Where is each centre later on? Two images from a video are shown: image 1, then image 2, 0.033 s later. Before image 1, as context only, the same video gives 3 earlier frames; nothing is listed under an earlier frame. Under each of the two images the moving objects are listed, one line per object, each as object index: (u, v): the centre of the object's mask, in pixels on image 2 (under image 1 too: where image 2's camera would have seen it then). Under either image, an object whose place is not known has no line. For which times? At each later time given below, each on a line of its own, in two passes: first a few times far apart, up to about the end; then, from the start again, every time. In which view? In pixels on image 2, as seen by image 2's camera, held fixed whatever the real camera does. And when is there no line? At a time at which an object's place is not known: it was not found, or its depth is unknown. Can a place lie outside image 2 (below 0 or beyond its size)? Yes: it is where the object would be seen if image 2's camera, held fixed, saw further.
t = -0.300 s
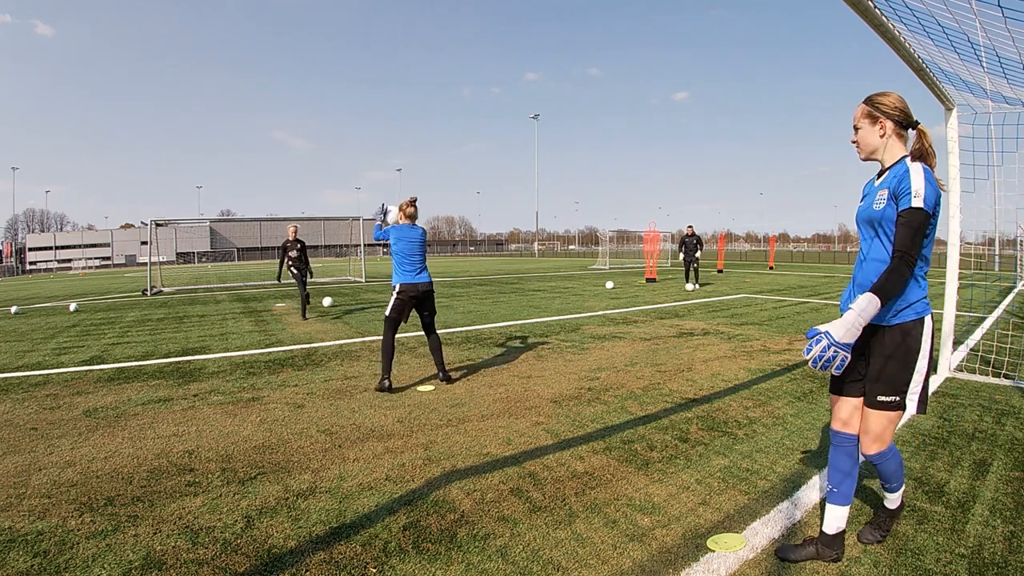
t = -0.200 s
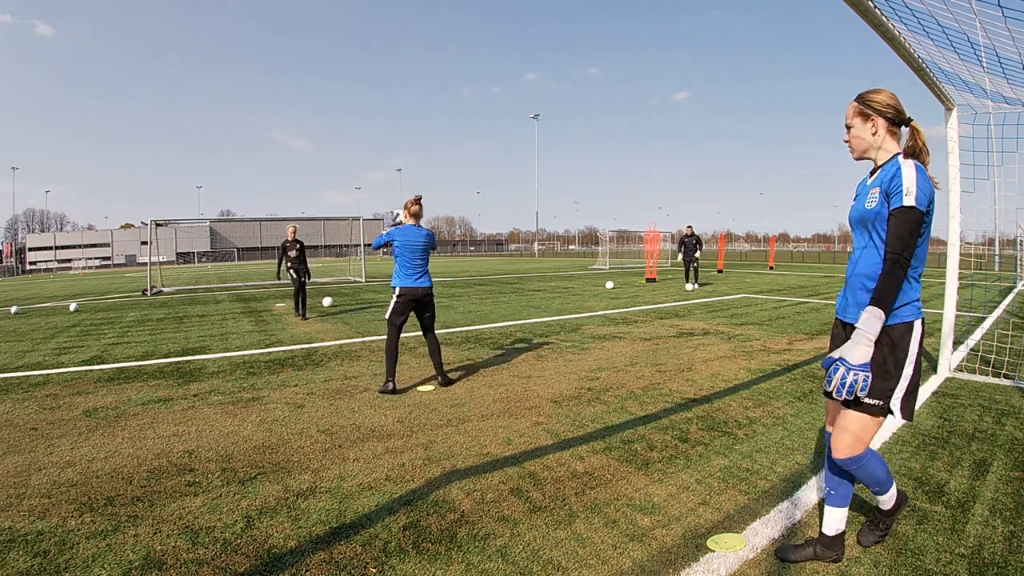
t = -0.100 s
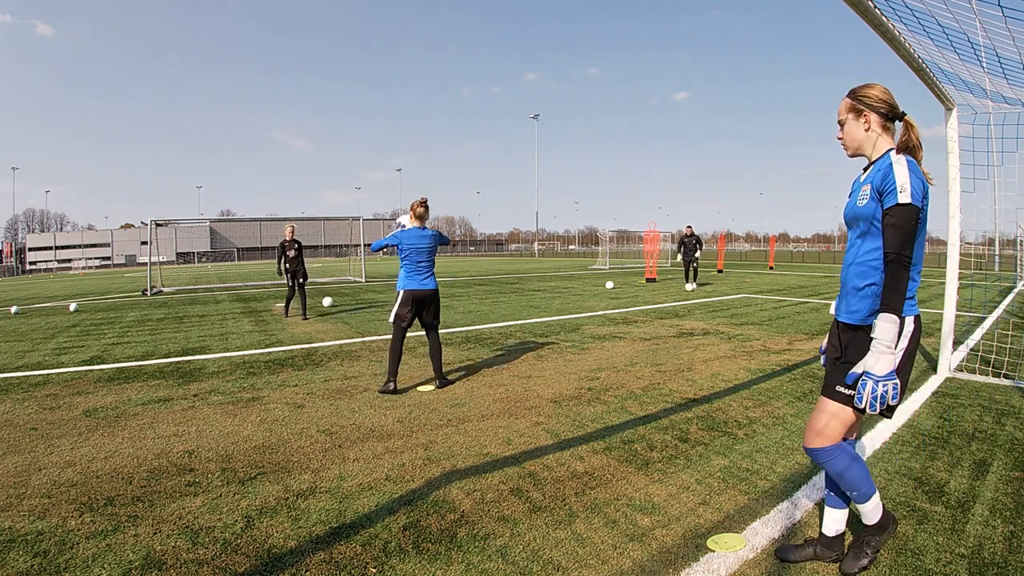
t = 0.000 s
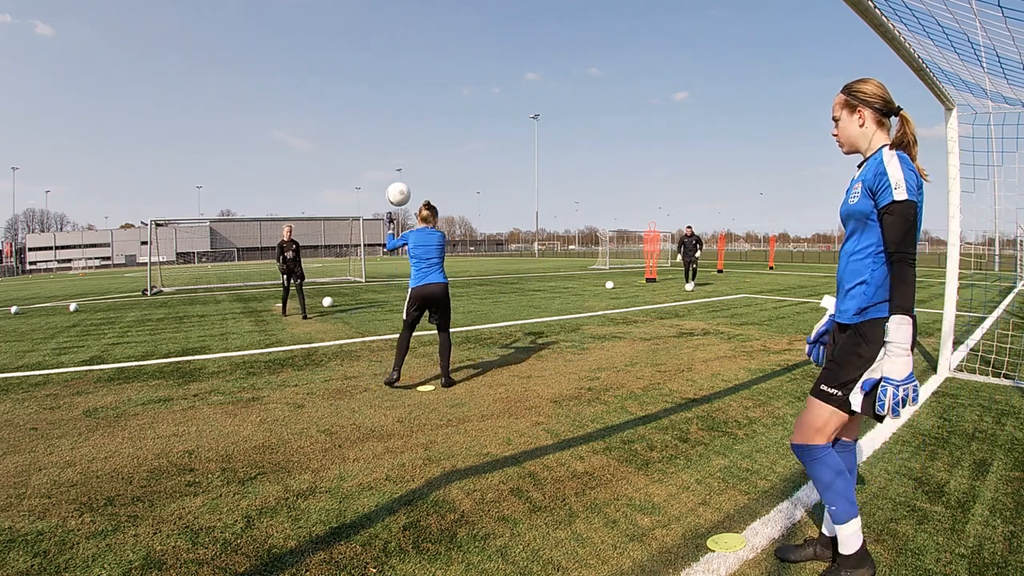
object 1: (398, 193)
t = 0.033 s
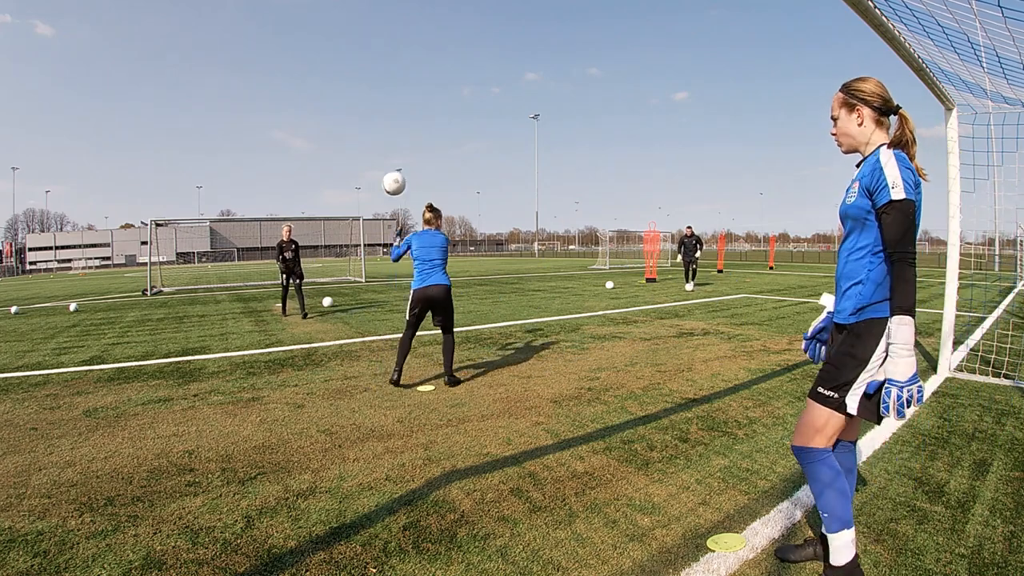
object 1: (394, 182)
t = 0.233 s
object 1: (371, 149)
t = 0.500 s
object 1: (351, 163)
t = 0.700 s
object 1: (341, 203)
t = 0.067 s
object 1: (389, 173)
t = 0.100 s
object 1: (385, 166)
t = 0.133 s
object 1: (382, 160)
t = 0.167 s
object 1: (378, 155)
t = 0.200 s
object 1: (375, 152)
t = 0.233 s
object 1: (371, 149)
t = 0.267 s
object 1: (368, 148)
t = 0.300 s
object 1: (366, 148)
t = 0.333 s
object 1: (363, 149)
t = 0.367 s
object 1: (360, 150)
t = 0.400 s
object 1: (358, 152)
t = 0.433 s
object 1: (356, 155)
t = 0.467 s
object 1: (353, 159)
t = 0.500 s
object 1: (351, 163)
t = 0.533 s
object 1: (349, 168)
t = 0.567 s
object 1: (348, 174)
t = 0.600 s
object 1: (346, 180)
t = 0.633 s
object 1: (344, 187)
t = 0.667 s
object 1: (343, 195)
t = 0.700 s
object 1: (341, 203)
